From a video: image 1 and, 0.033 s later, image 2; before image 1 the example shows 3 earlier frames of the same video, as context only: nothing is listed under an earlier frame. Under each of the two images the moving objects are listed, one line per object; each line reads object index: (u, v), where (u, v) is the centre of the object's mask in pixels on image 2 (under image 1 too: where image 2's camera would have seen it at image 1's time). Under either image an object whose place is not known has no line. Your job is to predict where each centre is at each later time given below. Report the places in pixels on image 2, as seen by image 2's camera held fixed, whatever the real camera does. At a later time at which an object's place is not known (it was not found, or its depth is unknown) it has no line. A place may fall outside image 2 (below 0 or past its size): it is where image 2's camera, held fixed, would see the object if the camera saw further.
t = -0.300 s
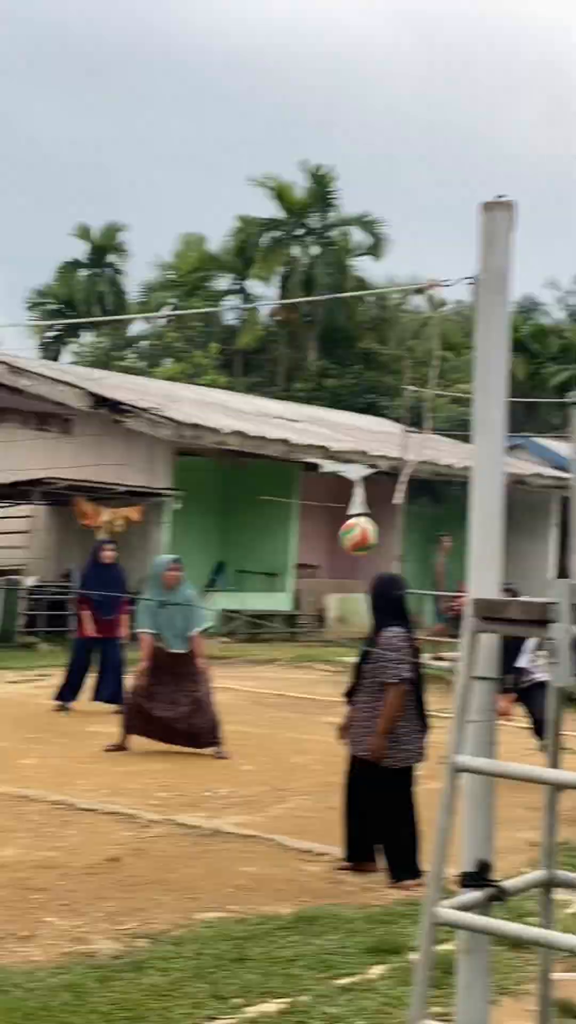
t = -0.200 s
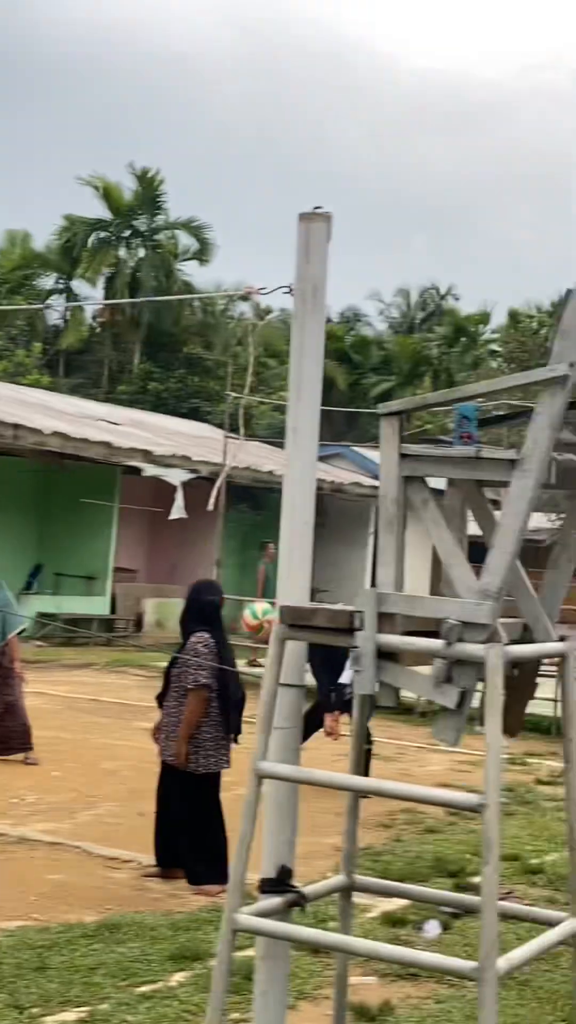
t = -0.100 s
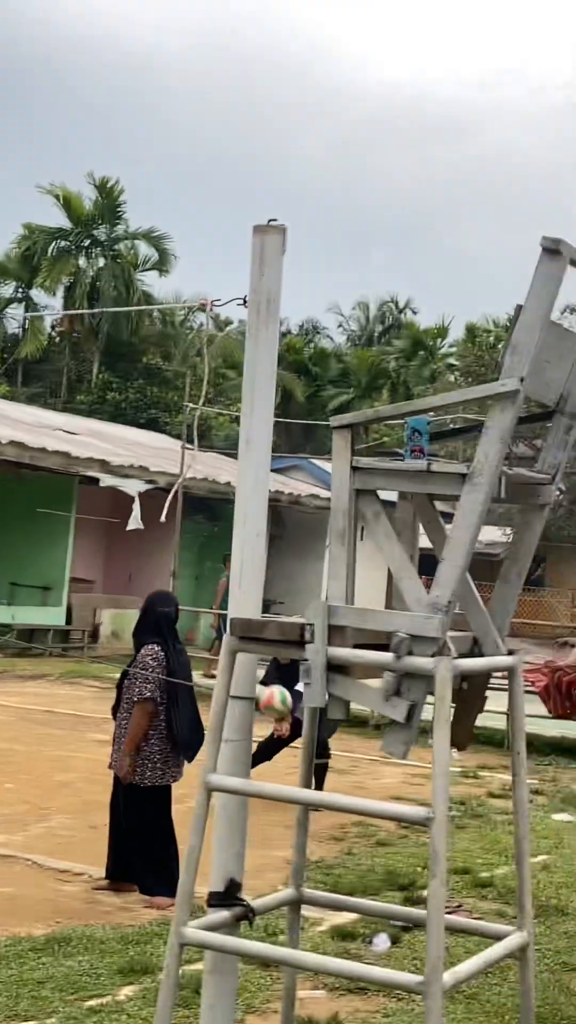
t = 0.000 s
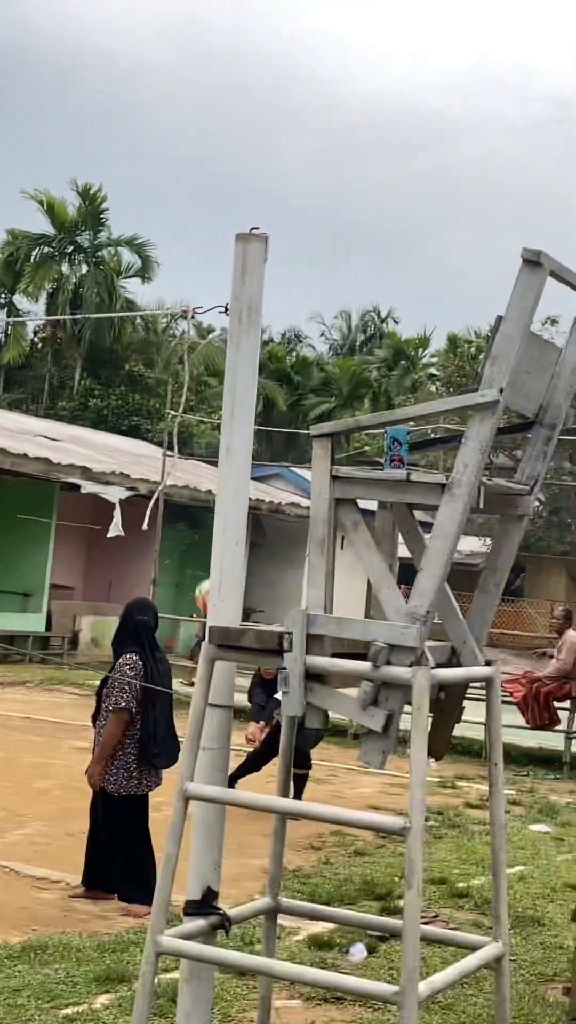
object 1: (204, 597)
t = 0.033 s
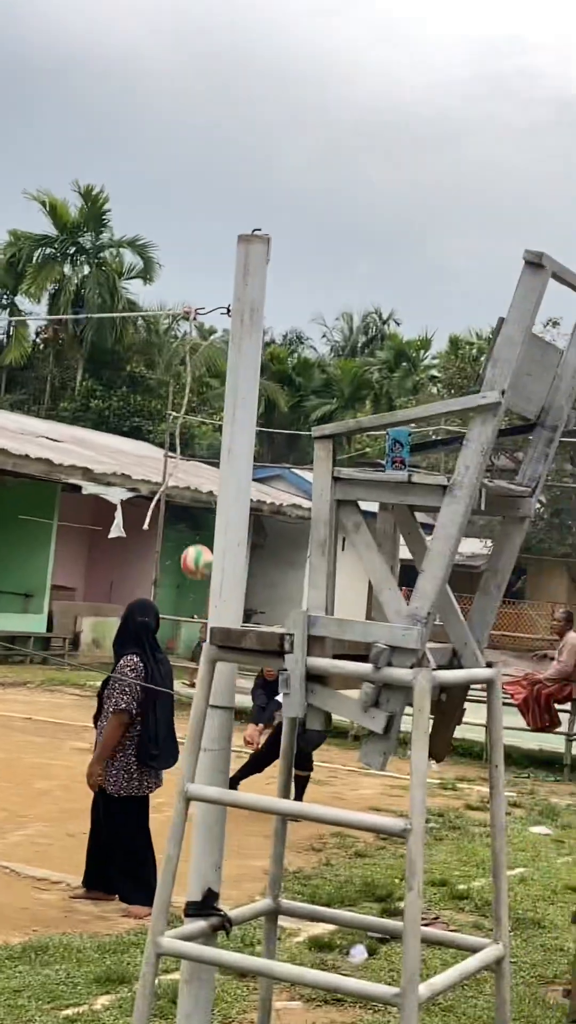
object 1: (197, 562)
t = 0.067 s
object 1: (184, 528)
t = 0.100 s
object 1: (170, 494)
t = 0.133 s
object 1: (157, 463)
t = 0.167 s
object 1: (144, 431)
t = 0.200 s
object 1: (126, 400)
